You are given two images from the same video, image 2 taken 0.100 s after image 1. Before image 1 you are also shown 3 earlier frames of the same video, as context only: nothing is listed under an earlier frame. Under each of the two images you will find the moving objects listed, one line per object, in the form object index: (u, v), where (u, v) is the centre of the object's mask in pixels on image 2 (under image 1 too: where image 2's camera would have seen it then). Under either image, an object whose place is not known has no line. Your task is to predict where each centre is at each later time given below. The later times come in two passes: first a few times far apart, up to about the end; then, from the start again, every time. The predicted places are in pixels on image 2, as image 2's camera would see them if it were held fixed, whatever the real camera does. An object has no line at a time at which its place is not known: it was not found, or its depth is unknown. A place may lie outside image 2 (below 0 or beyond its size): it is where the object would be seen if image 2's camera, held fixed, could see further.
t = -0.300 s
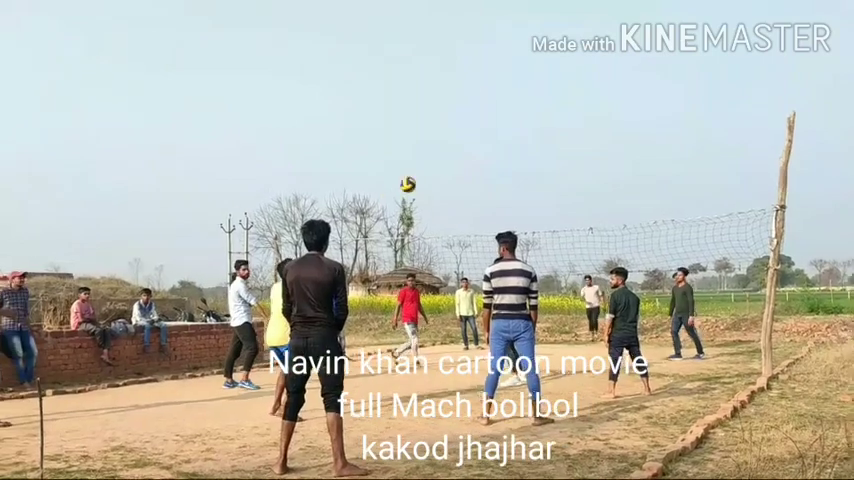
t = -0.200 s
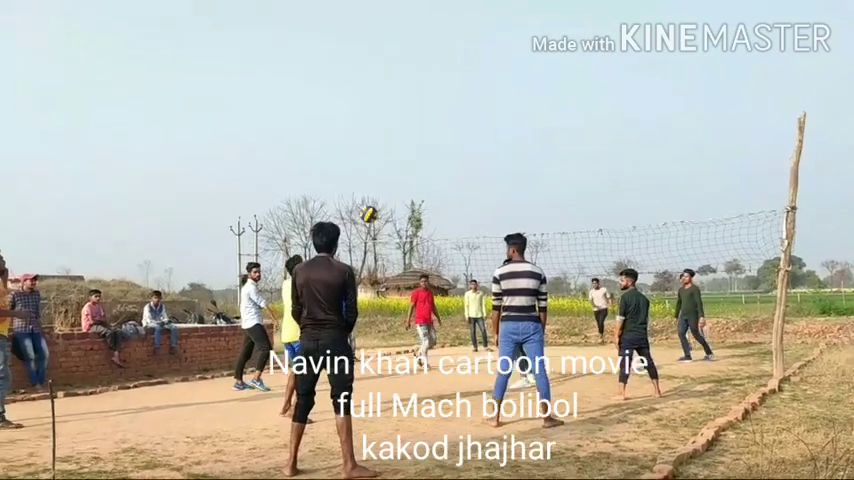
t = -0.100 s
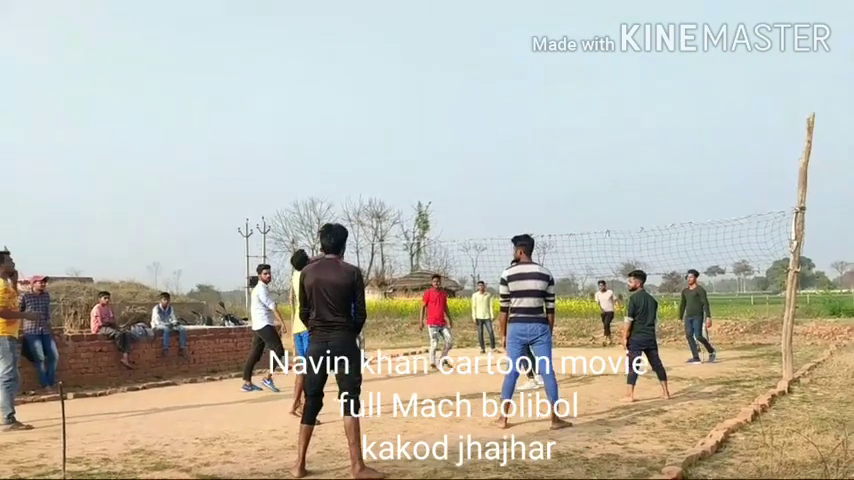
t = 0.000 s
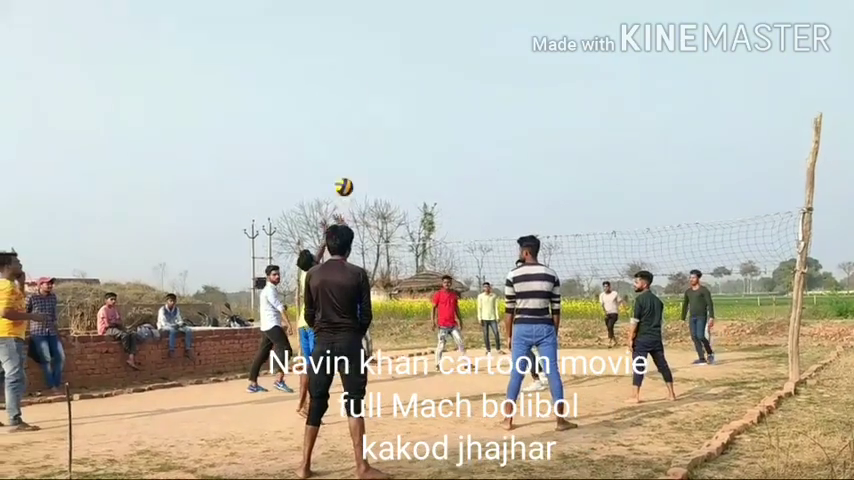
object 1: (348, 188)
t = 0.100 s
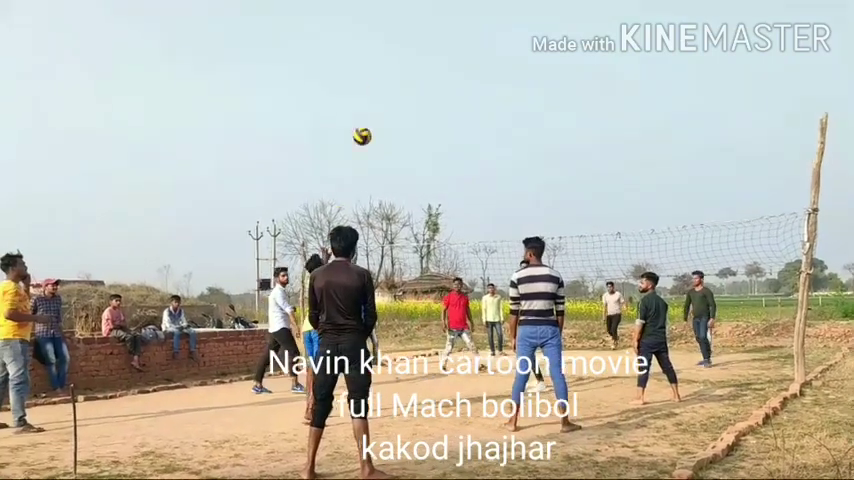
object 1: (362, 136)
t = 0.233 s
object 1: (378, 81)
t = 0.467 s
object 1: (405, 25)
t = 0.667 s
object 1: (428, 13)
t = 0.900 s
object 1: (454, 39)
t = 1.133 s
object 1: (479, 104)
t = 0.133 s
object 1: (366, 121)
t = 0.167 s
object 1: (370, 106)
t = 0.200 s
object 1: (374, 93)
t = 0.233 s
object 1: (378, 81)
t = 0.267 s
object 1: (382, 71)
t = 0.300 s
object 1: (386, 61)
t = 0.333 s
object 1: (390, 51)
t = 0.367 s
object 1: (394, 43)
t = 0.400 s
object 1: (398, 36)
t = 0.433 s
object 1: (401, 30)
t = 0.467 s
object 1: (405, 25)
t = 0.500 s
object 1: (410, 21)
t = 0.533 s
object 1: (413, 18)
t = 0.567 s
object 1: (417, 15)
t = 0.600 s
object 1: (421, 13)
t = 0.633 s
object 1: (425, 13)
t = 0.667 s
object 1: (428, 13)
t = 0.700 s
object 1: (432, 14)
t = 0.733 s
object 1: (435, 16)
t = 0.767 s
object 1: (439, 19)
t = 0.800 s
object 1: (443, 23)
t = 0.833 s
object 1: (447, 27)
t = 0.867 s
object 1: (450, 33)
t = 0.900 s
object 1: (454, 39)
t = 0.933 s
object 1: (458, 46)
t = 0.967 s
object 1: (461, 53)
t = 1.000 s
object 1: (465, 62)
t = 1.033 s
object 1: (468, 71)
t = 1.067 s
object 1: (472, 82)
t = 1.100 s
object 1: (475, 93)
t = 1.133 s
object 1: (479, 104)
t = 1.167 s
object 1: (482, 117)
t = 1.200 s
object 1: (486, 131)
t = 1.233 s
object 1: (489, 145)
